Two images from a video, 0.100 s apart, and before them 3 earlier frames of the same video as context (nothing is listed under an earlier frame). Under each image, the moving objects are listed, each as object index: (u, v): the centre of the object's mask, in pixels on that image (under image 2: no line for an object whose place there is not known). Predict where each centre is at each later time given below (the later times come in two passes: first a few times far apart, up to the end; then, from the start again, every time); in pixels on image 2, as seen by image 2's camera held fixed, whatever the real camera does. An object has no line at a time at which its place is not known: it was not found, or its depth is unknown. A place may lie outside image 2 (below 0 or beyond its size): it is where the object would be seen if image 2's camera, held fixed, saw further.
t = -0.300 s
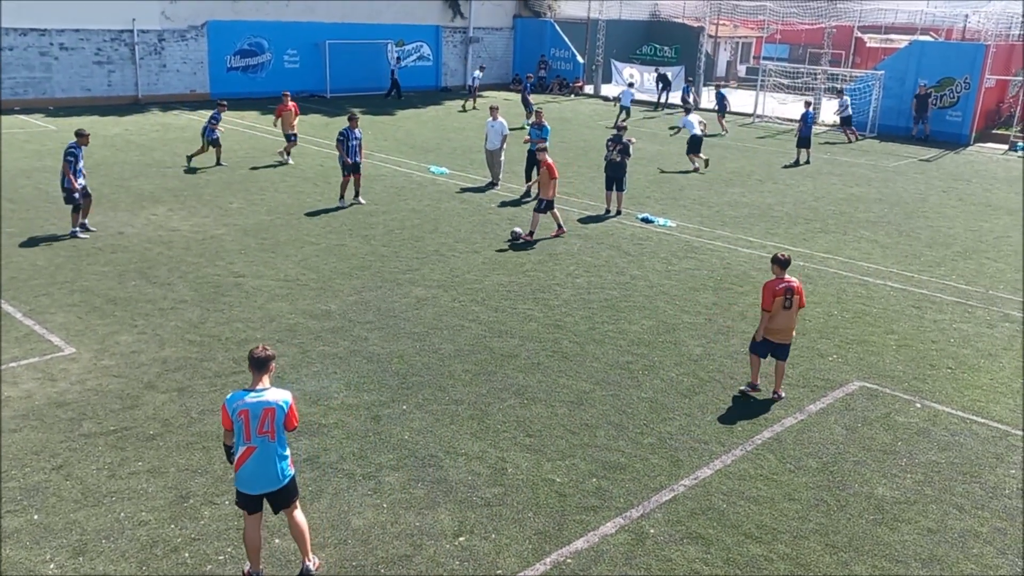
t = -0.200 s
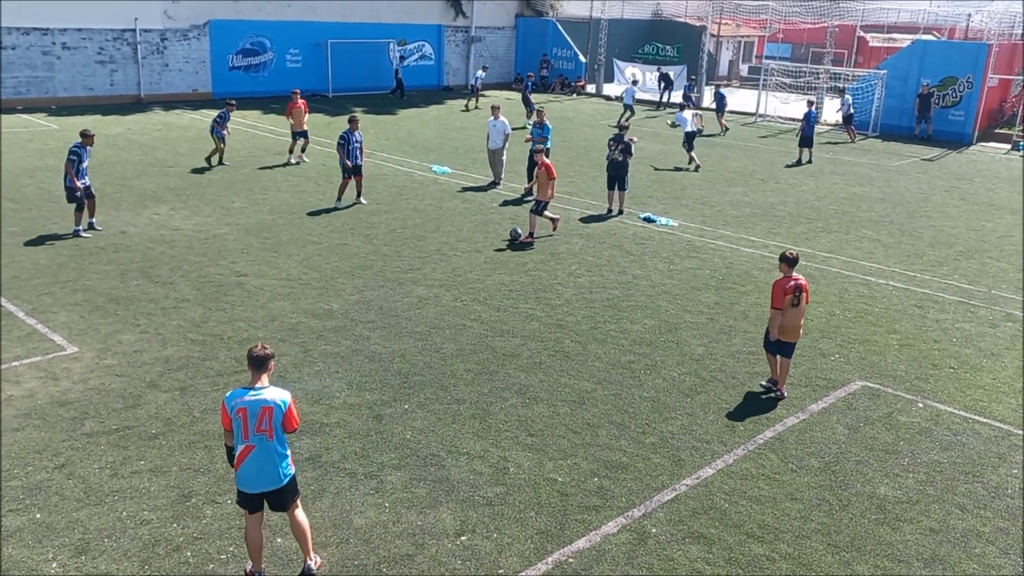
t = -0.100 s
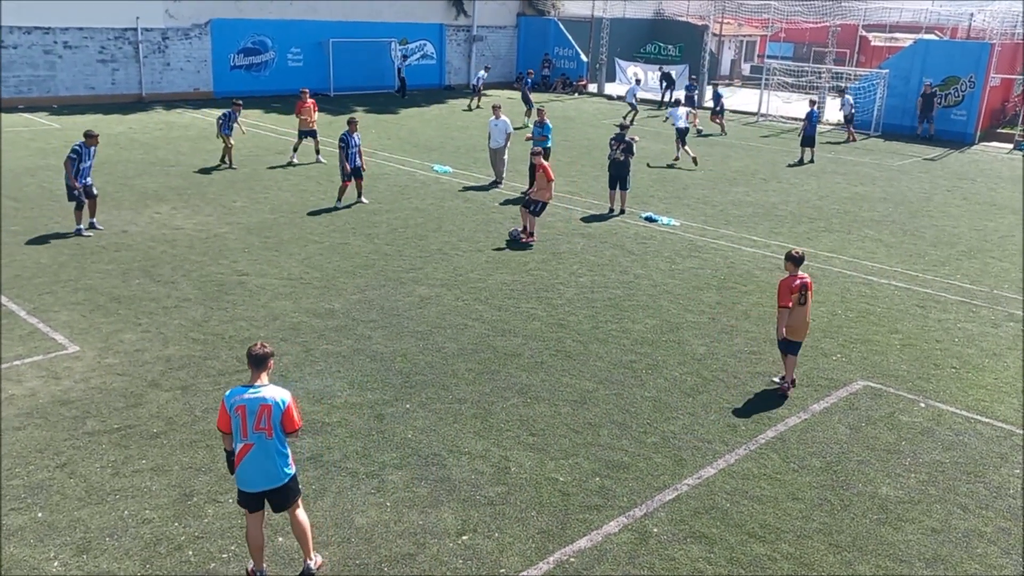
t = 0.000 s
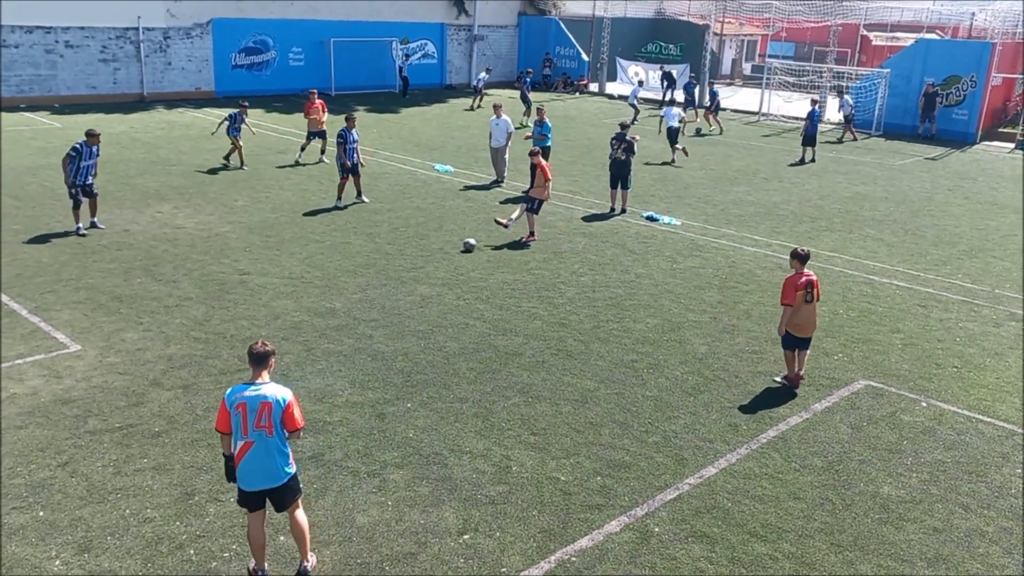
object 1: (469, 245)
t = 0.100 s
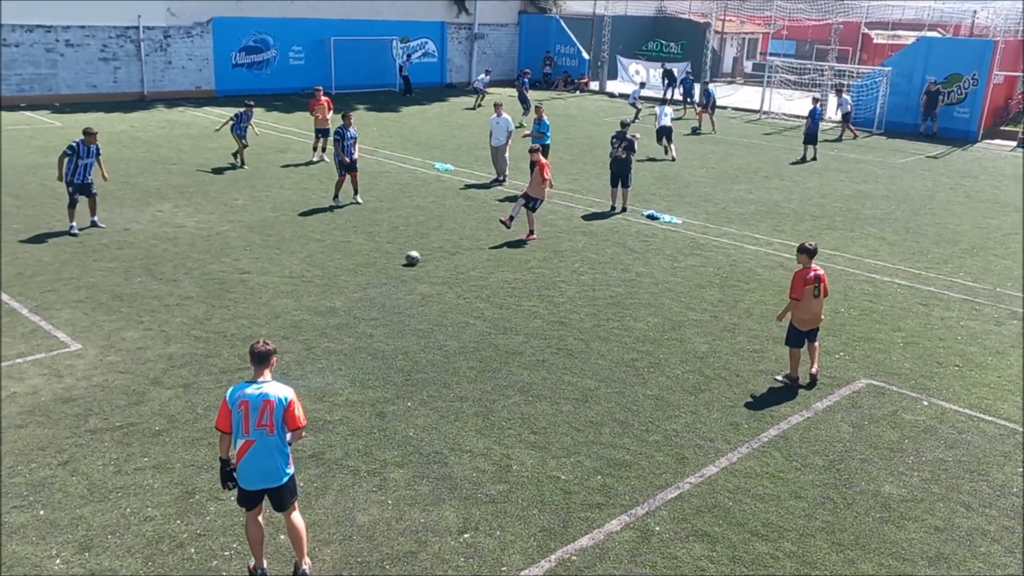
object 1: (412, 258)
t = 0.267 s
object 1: (311, 284)
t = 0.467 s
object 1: (181, 317)
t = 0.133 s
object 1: (392, 263)
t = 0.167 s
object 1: (374, 268)
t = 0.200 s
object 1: (353, 273)
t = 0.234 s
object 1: (332, 279)
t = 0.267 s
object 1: (311, 284)
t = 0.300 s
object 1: (289, 291)
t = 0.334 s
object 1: (269, 296)
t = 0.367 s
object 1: (247, 301)
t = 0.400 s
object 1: (225, 306)
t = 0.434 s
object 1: (203, 312)
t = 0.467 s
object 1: (181, 317)
